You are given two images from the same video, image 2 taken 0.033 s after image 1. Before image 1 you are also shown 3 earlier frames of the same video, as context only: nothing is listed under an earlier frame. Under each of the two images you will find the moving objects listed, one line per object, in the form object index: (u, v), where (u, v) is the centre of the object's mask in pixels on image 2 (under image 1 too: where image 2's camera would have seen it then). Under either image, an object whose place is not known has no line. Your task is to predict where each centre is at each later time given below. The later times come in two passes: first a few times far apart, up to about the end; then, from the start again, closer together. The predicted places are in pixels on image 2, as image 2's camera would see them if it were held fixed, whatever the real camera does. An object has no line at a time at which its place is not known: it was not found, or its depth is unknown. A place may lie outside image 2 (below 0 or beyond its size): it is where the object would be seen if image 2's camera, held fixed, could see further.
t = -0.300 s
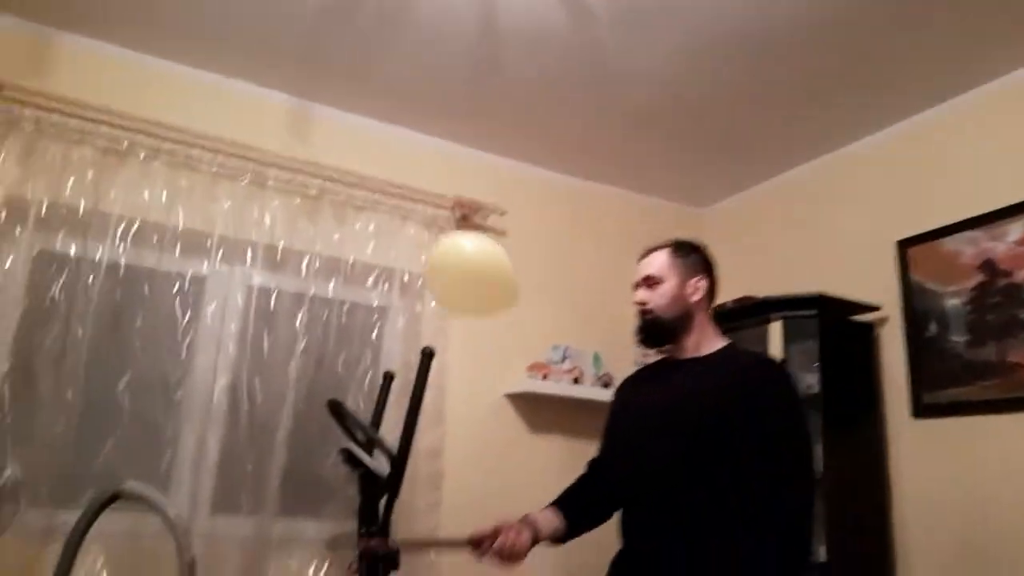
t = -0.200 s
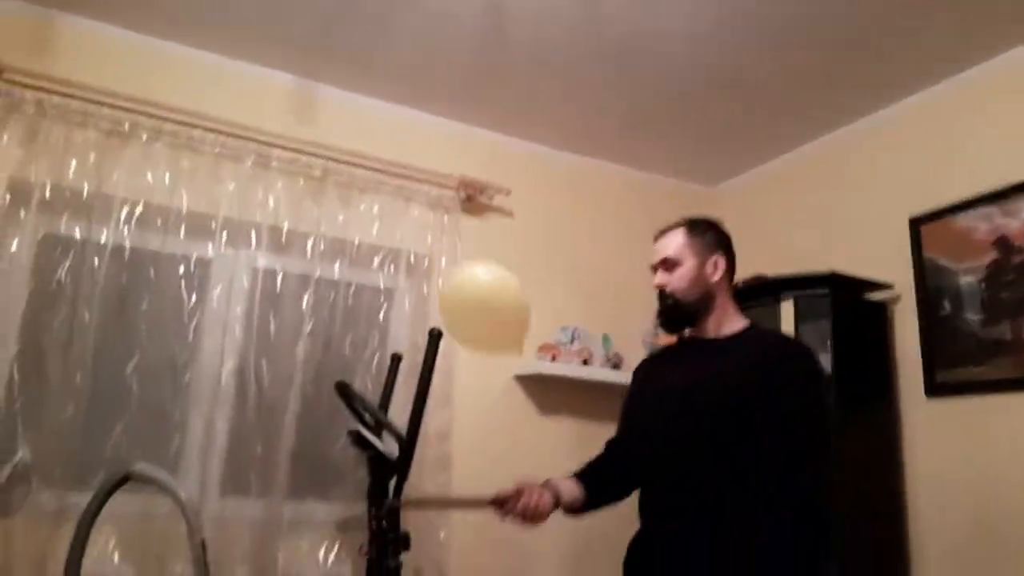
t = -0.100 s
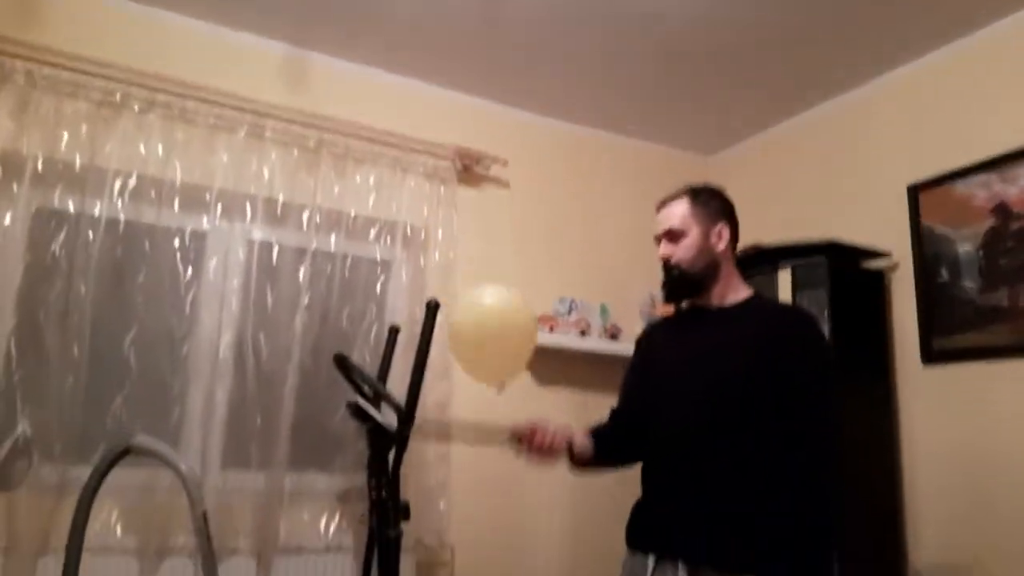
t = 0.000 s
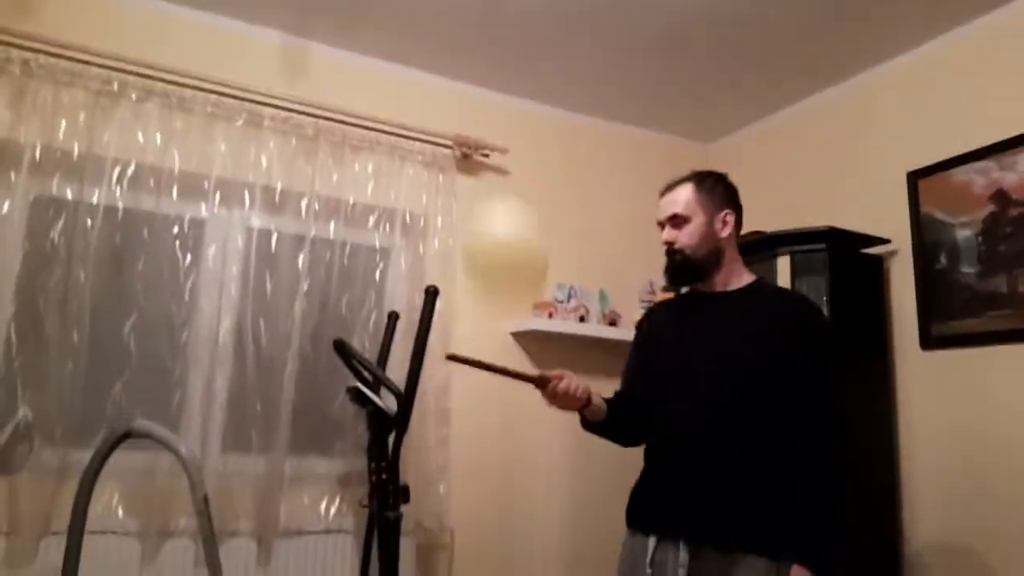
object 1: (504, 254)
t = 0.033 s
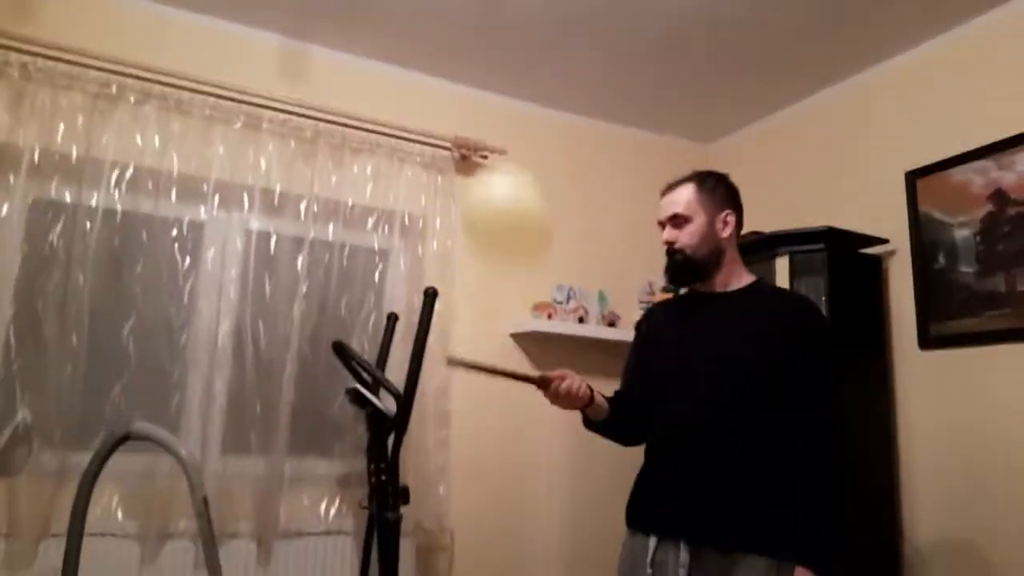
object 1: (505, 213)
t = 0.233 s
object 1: (517, 69)
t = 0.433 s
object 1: (508, 15)
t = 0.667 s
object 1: (490, 18)
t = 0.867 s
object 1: (491, 32)
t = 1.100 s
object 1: (497, 81)
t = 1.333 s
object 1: (507, 172)
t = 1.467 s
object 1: (519, 240)
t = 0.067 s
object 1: (507, 181)
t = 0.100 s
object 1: (511, 151)
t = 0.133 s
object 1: (512, 130)
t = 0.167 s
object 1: (514, 109)
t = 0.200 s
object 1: (516, 88)
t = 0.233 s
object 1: (517, 69)
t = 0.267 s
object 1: (517, 52)
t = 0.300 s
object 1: (514, 39)
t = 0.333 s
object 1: (513, 26)
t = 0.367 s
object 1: (513, 20)
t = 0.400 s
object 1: (510, 17)
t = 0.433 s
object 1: (508, 15)
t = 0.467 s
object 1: (504, 14)
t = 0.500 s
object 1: (501, 13)
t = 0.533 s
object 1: (498, 12)
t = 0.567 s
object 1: (495, 12)
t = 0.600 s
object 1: (493, 13)
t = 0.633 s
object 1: (491, 16)
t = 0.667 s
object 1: (490, 18)
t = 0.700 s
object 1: (490, 19)
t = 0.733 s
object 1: (489, 21)
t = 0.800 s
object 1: (485, 32)
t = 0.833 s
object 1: (487, 34)
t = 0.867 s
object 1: (491, 32)
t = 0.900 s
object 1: (494, 36)
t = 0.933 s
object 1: (496, 40)
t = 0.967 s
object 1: (495, 46)
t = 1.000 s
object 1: (495, 54)
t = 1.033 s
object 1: (495, 62)
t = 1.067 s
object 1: (496, 72)
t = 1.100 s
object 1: (497, 81)
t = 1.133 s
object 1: (498, 94)
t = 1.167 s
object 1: (500, 107)
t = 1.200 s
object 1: (501, 119)
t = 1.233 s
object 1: (502, 131)
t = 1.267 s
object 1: (502, 140)
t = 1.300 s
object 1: (505, 150)
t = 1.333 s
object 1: (507, 172)
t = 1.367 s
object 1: (511, 190)
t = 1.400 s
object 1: (513, 206)
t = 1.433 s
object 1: (516, 222)
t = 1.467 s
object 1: (519, 240)
